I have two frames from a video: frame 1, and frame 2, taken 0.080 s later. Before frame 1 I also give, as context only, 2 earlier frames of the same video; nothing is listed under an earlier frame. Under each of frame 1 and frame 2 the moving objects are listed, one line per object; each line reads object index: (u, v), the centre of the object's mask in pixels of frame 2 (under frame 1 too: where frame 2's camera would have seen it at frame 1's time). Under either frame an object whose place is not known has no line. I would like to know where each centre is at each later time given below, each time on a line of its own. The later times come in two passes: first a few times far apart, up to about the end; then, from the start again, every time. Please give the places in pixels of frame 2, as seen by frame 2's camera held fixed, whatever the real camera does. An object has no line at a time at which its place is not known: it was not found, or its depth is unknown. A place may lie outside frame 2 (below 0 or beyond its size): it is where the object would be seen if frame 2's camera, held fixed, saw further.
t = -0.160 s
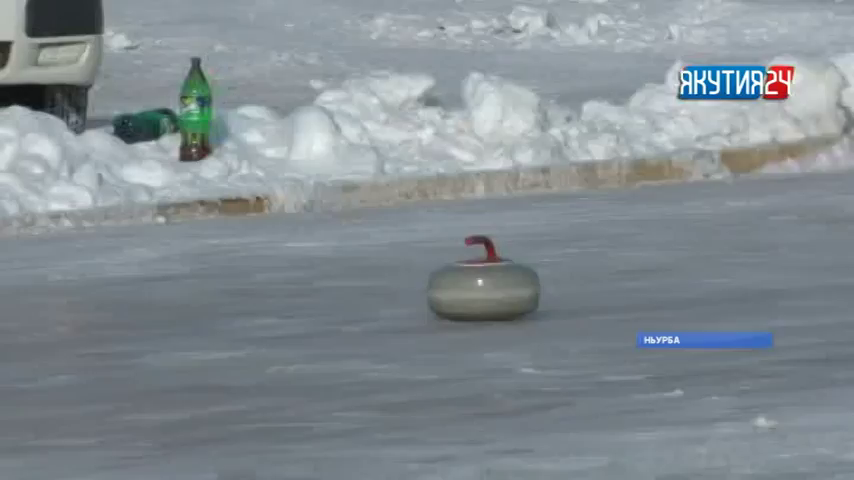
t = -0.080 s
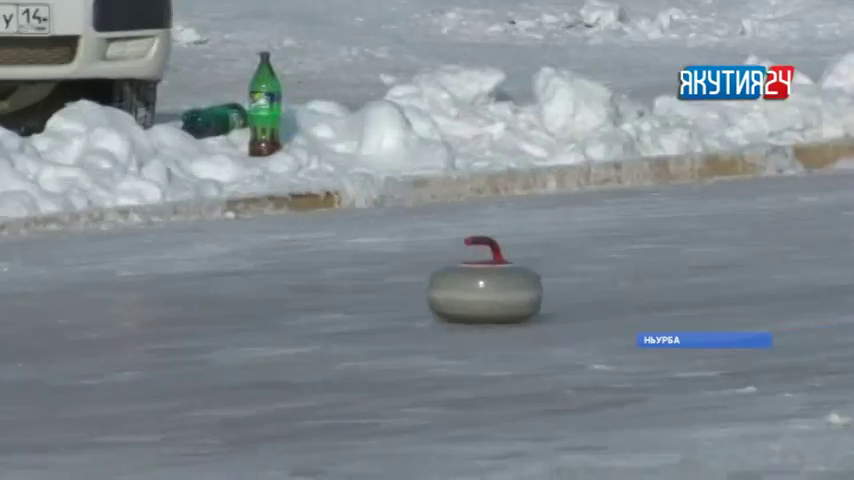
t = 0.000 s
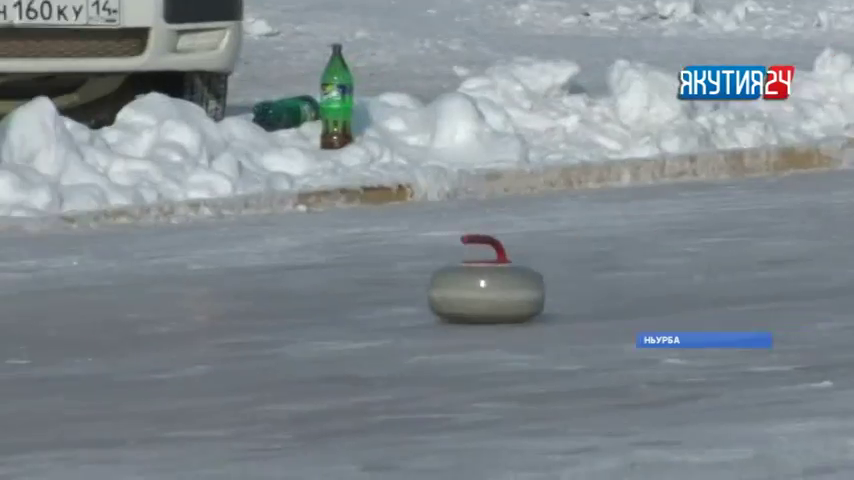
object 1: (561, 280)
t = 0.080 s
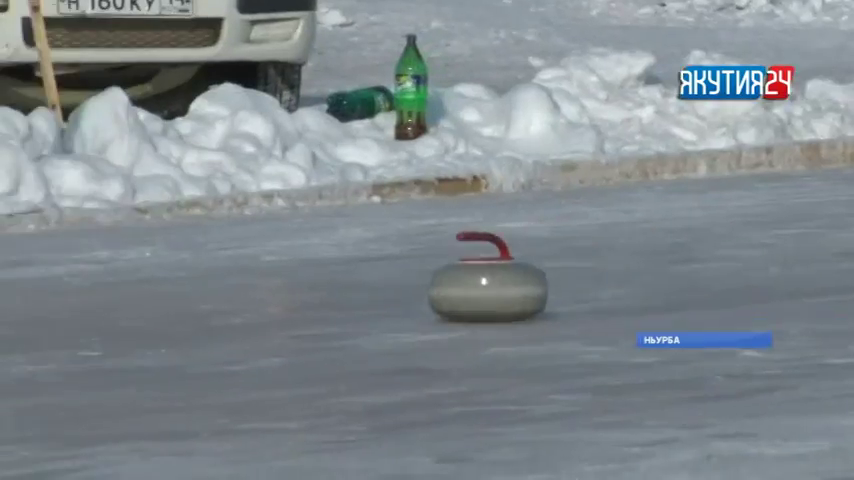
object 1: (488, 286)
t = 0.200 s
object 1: (376, 295)
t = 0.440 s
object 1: (142, 315)
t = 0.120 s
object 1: (451, 289)
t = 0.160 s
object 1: (414, 292)
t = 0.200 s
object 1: (376, 295)
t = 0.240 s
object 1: (338, 299)
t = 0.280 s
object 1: (300, 301)
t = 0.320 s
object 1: (261, 305)
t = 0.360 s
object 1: (222, 308)
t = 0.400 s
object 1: (182, 311)
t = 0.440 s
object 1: (142, 315)
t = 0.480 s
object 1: (102, 319)
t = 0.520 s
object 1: (60, 323)
